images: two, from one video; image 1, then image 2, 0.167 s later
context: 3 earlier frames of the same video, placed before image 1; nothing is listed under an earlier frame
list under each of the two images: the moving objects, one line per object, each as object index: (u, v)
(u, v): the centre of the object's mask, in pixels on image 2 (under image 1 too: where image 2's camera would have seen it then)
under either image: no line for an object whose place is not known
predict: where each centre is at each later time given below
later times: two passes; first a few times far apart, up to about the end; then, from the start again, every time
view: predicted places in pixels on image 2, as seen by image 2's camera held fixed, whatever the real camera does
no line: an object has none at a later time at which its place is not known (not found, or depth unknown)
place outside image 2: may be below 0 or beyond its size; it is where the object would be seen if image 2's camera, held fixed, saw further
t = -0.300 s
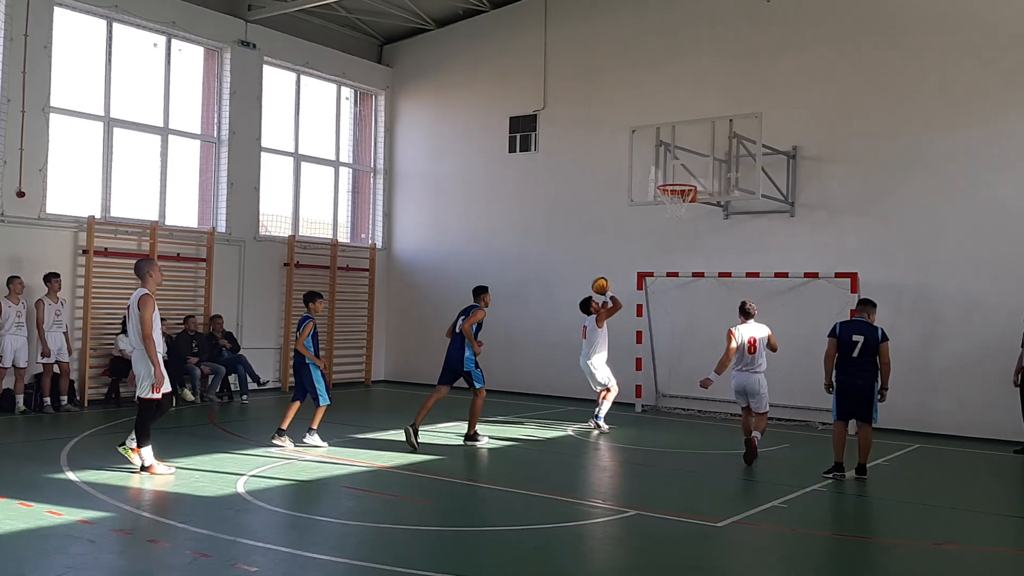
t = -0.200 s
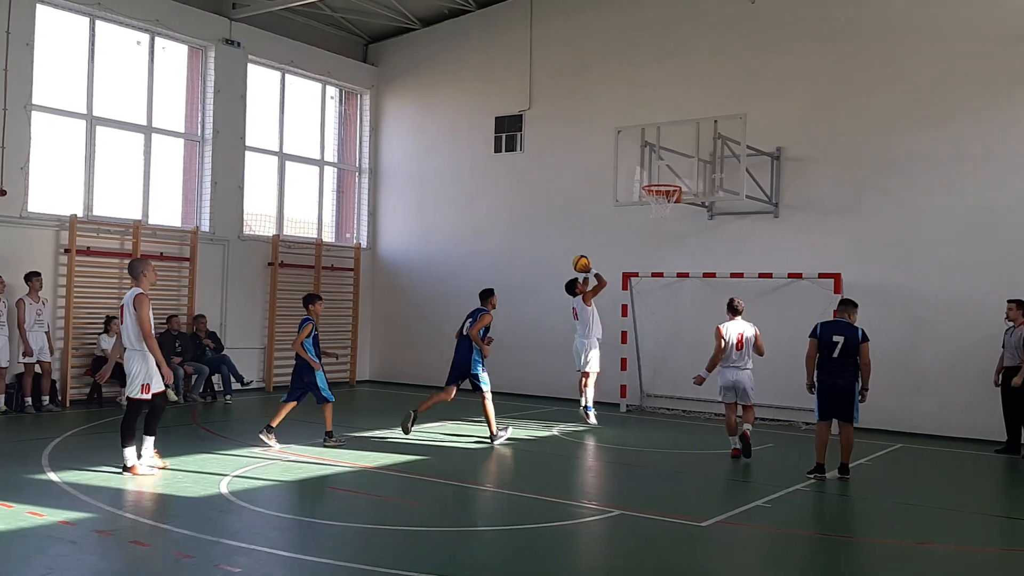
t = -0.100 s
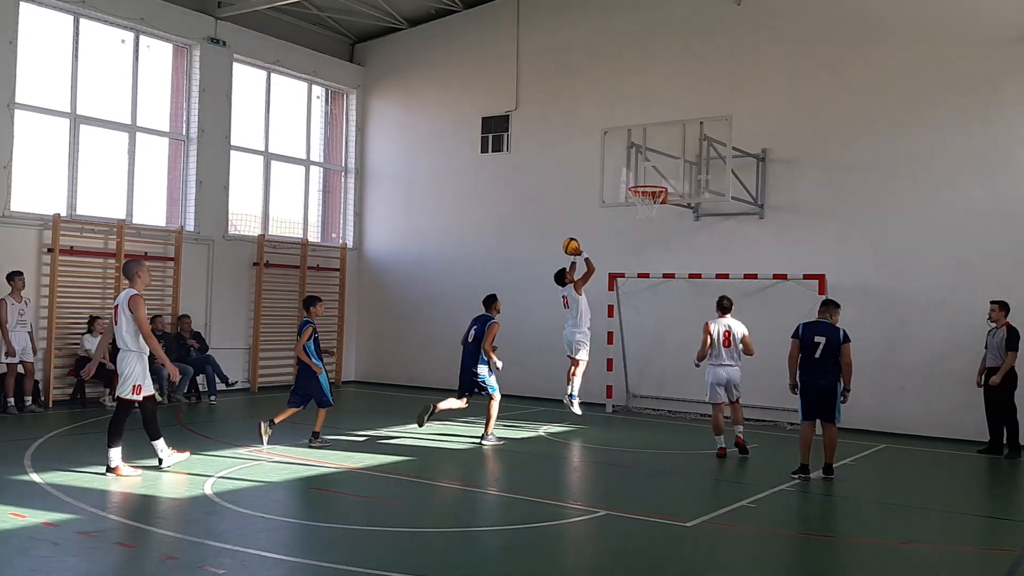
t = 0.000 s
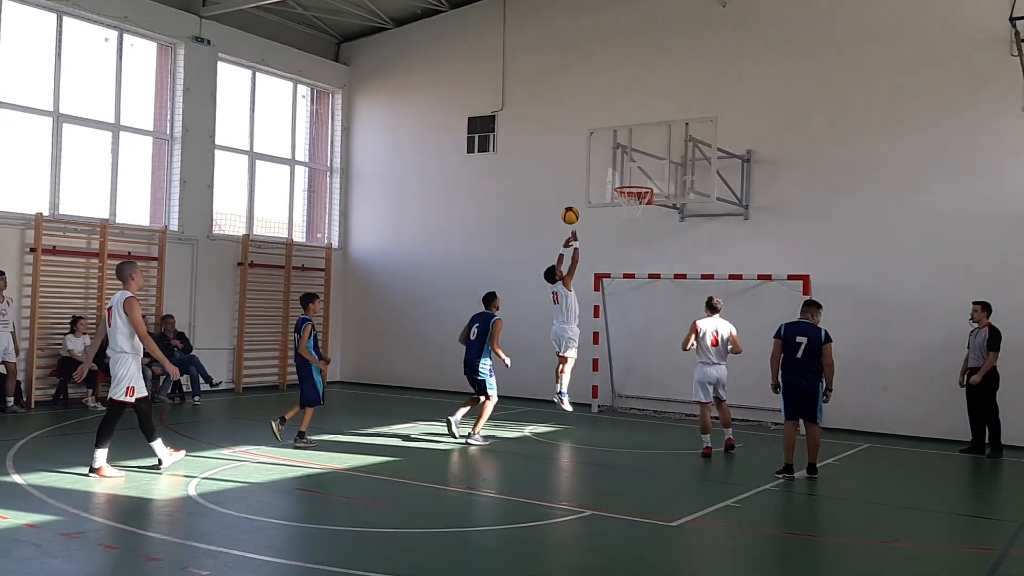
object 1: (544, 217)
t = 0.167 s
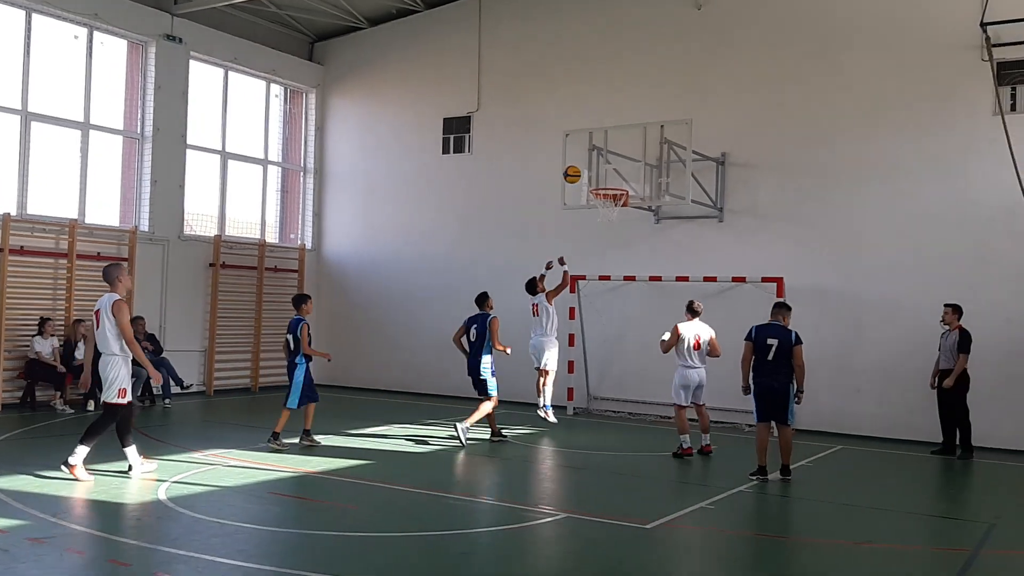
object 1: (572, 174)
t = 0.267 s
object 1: (588, 159)
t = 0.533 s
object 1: (599, 160)
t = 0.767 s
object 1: (612, 182)
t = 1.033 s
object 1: (611, 172)
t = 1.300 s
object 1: (603, 177)
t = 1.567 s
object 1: (615, 188)
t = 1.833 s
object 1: (618, 219)
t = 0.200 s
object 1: (577, 168)
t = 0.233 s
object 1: (582, 163)
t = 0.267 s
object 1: (588, 159)
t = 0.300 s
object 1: (593, 156)
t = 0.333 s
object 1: (598, 153)
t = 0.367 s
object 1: (599, 152)
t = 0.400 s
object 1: (599, 152)
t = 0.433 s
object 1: (599, 153)
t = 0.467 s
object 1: (599, 154)
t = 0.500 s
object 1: (599, 157)
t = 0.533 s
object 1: (599, 160)
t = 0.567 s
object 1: (599, 165)
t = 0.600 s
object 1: (599, 170)
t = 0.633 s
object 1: (599, 176)
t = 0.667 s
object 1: (598, 181)
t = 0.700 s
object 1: (602, 182)
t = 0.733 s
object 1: (607, 182)
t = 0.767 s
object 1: (612, 182)
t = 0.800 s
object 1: (618, 183)
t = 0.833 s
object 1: (623, 185)
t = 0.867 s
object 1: (621, 181)
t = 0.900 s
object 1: (619, 178)
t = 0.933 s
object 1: (617, 176)
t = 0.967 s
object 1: (615, 174)
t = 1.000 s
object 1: (613, 173)
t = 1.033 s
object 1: (611, 172)
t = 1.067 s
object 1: (608, 173)
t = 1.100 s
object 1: (606, 175)
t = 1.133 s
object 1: (604, 177)
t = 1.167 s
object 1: (602, 180)
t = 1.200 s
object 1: (599, 184)
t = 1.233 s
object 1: (600, 181)
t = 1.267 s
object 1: (602, 179)
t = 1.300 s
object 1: (603, 177)
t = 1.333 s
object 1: (605, 175)
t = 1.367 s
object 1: (606, 175)
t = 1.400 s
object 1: (608, 175)
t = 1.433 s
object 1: (609, 177)
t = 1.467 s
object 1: (610, 179)
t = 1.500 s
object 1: (612, 181)
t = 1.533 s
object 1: (613, 183)
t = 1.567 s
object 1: (615, 188)
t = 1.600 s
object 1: (616, 196)
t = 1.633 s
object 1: (617, 202)
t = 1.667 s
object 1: (618, 209)
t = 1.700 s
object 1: (619, 212)
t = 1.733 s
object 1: (620, 213)
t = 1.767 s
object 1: (619, 214)
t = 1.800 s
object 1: (618, 217)
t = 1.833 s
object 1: (618, 219)
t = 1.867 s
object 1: (617, 223)
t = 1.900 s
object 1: (616, 228)
